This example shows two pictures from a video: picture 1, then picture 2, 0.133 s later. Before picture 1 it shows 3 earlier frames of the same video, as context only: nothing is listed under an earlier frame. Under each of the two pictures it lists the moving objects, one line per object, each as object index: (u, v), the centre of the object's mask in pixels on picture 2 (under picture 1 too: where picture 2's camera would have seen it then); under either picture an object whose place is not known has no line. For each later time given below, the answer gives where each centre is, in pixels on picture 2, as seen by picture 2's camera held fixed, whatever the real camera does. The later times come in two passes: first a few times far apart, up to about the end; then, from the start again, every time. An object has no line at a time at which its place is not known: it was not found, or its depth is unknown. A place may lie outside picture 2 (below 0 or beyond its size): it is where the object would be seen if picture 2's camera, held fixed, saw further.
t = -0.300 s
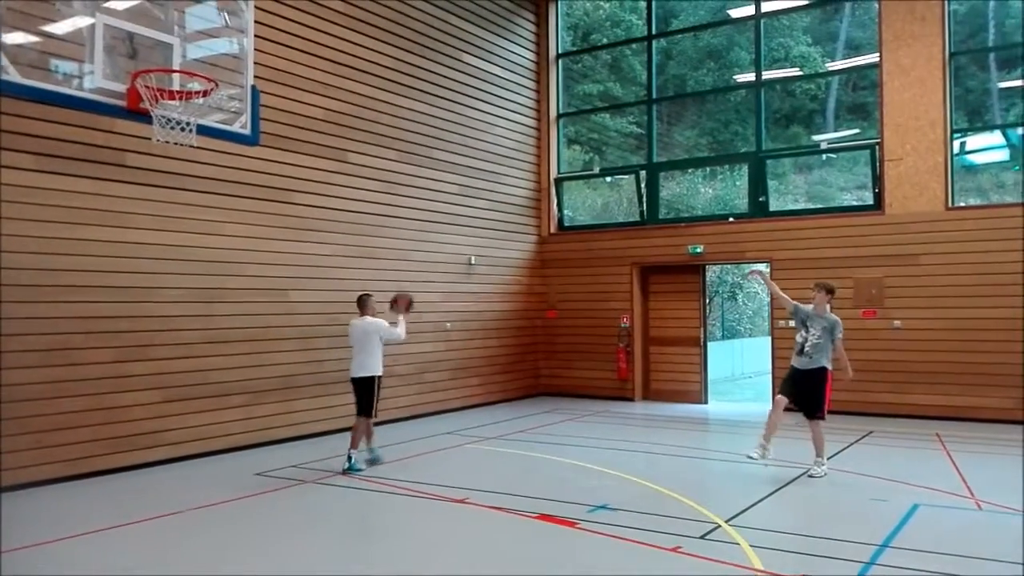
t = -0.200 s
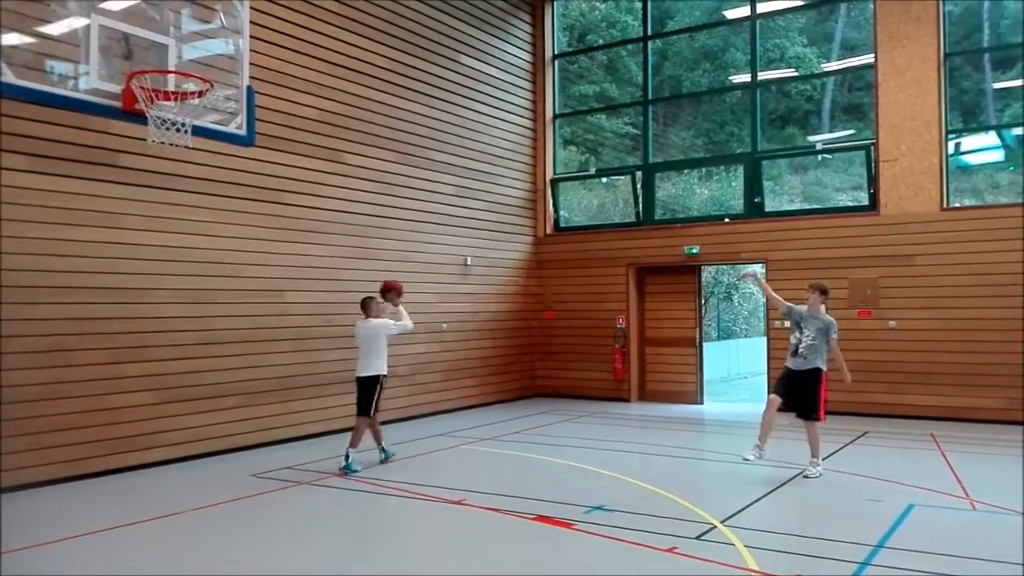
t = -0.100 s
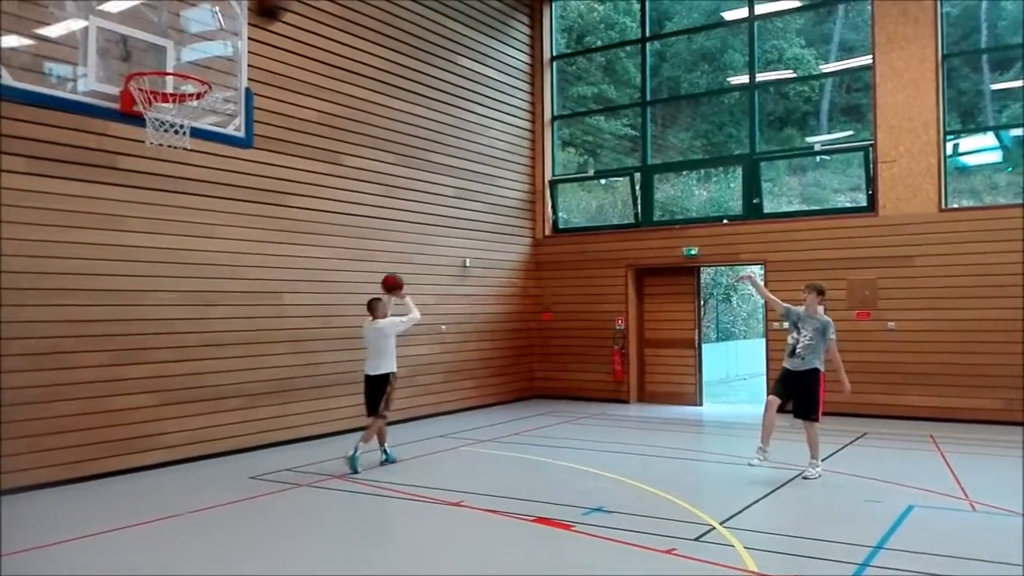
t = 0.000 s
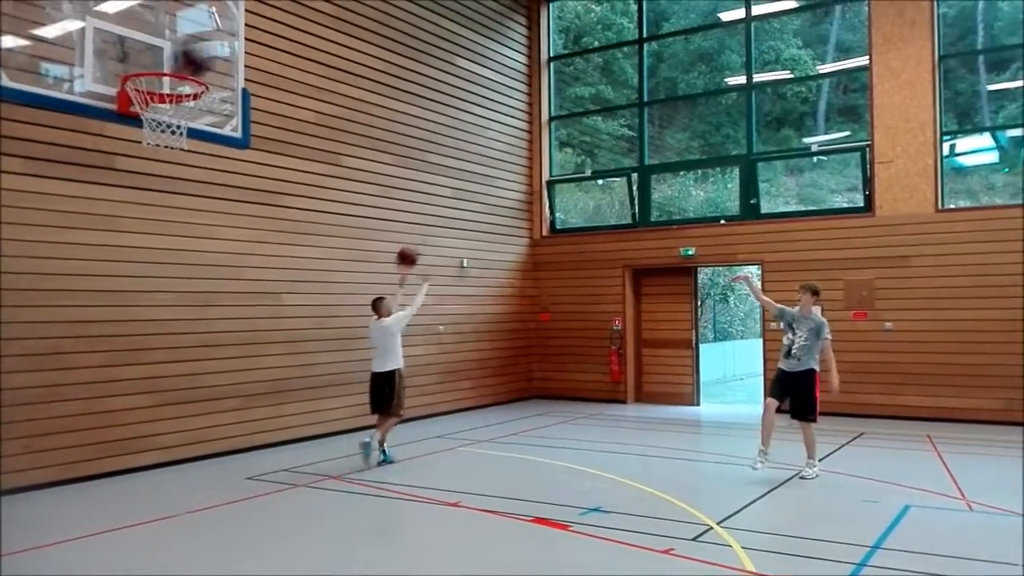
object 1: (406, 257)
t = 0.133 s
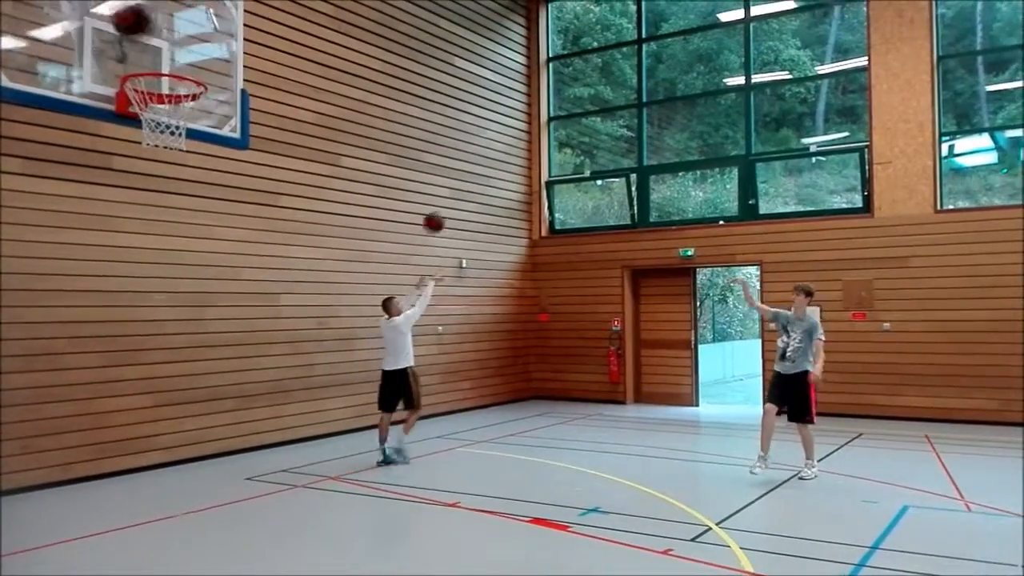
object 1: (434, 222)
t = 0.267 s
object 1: (460, 203)
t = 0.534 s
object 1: (510, 210)
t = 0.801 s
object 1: (554, 276)
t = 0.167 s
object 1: (440, 216)
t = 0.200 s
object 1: (447, 211)
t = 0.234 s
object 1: (453, 206)
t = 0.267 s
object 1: (460, 203)
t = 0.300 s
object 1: (466, 201)
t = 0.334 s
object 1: (473, 201)
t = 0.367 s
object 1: (479, 199)
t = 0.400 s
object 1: (486, 200)
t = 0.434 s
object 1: (492, 201)
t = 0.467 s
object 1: (498, 203)
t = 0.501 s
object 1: (504, 207)
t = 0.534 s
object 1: (510, 210)
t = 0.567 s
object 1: (515, 216)
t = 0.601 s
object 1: (521, 221)
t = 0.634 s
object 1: (526, 229)
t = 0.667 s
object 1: (532, 237)
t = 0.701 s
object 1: (535, 244)
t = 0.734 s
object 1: (543, 252)
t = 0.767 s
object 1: (548, 264)
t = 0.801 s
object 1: (554, 276)
